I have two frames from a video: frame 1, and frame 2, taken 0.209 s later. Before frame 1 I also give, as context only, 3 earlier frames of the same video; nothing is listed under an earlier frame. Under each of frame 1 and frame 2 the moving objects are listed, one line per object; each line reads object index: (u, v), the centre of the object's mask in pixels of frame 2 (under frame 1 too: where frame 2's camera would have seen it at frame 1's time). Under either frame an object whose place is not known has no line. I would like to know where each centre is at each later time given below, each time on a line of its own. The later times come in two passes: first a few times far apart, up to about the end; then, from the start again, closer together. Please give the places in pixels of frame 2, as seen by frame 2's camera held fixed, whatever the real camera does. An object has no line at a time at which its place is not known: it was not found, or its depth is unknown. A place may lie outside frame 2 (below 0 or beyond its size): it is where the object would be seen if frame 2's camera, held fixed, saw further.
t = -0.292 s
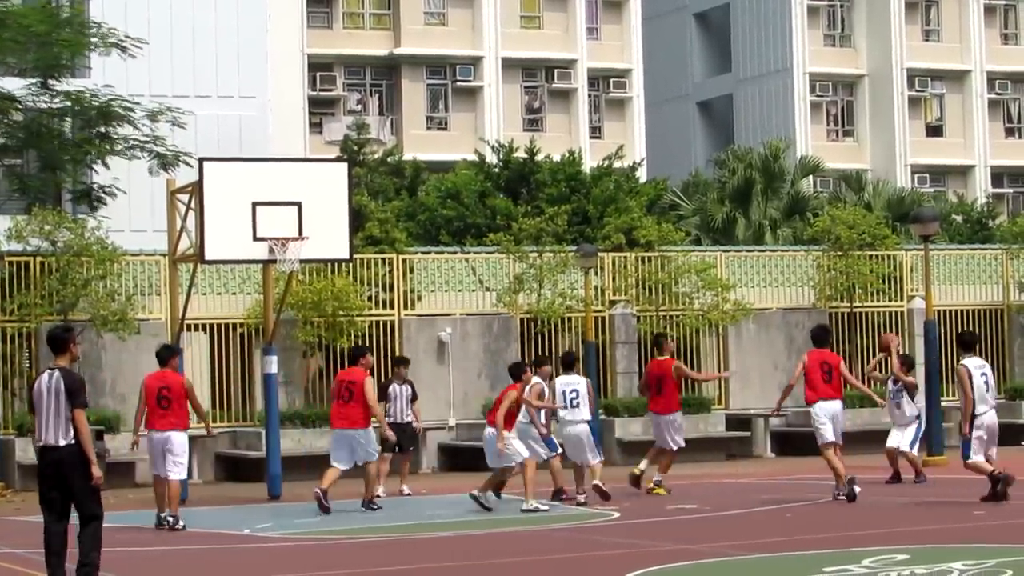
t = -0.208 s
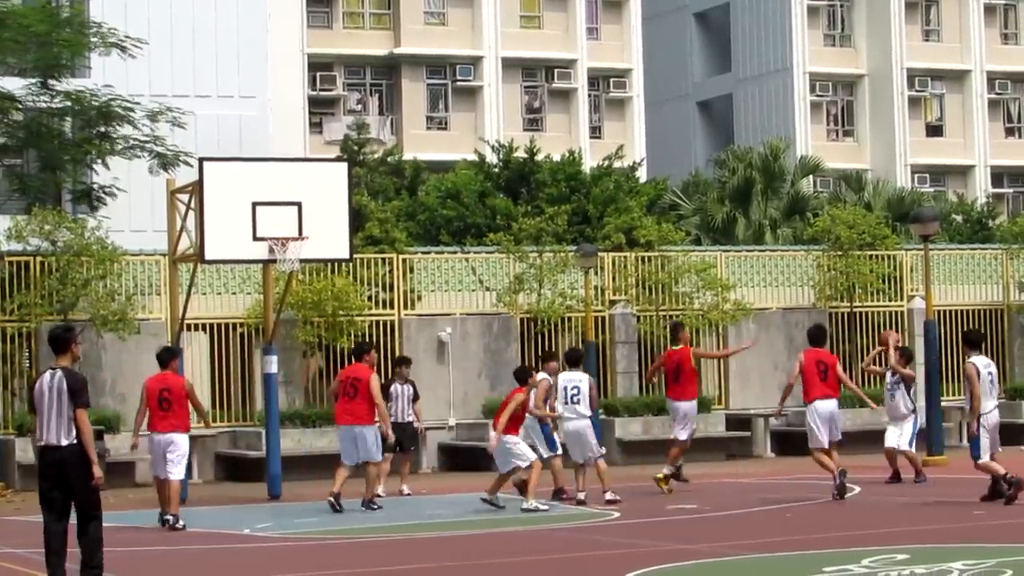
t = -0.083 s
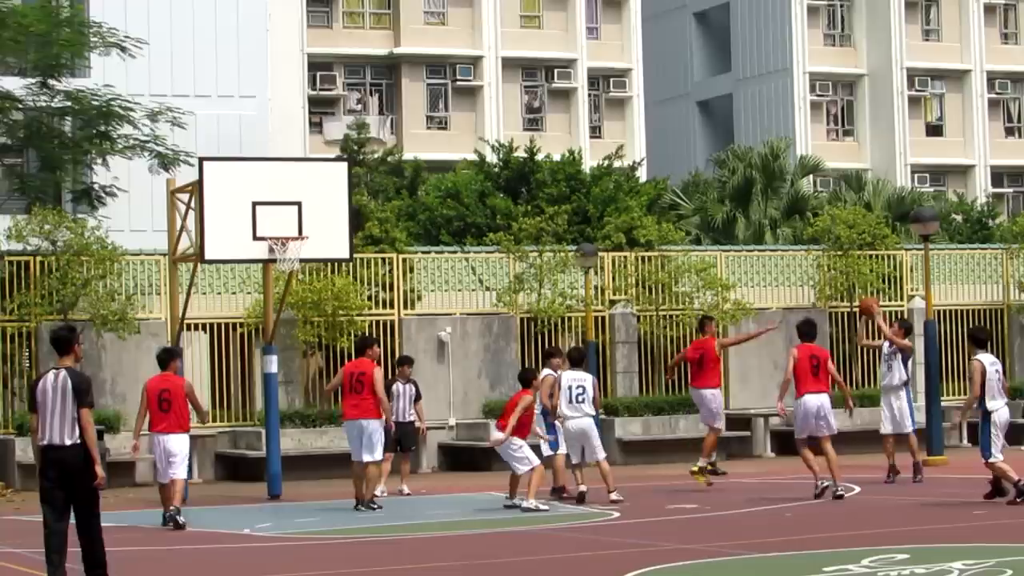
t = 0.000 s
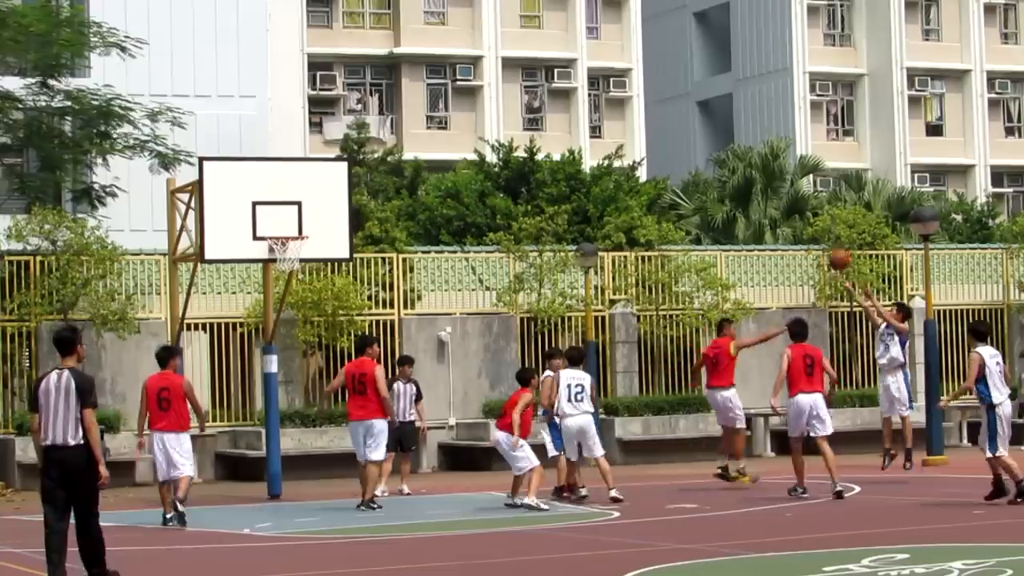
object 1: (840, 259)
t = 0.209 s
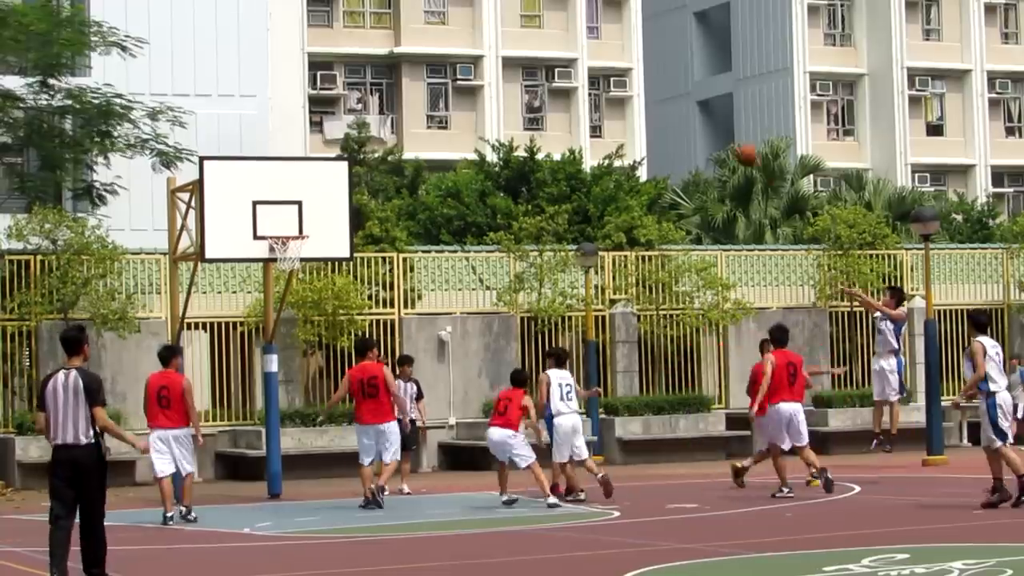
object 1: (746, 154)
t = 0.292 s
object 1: (710, 124)
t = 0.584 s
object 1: (584, 62)
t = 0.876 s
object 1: (461, 70)
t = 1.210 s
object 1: (325, 172)
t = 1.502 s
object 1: (272, 209)
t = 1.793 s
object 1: (292, 222)
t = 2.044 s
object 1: (303, 254)
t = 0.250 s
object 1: (727, 138)
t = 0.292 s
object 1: (710, 124)
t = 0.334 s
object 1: (691, 111)
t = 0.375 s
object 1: (673, 99)
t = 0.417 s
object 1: (655, 88)
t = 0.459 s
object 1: (637, 79)
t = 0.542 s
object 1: (601, 66)
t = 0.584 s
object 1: (584, 62)
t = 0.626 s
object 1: (566, 58)
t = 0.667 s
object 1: (548, 57)
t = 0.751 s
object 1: (513, 58)
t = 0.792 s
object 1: (495, 61)
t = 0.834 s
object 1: (479, 65)
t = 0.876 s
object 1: (461, 70)
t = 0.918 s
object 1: (444, 77)
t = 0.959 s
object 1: (426, 87)
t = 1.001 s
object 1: (409, 98)
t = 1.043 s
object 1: (392, 108)
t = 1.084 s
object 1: (376, 123)
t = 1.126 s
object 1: (359, 137)
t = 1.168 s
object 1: (342, 153)
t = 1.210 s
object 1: (325, 172)
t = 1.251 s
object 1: (308, 191)
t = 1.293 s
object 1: (291, 212)
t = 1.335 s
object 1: (279, 226)
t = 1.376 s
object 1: (276, 220)
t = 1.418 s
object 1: (272, 216)
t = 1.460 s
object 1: (269, 213)
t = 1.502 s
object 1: (272, 209)
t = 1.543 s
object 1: (274, 206)
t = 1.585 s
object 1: (277, 205)
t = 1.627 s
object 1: (280, 205)
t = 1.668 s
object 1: (283, 207)
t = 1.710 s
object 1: (286, 210)
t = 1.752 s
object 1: (290, 215)
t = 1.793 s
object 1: (292, 222)
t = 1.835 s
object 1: (294, 227)
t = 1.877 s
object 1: (296, 229)
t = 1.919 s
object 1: (298, 233)
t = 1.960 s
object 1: (299, 238)
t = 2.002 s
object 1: (301, 245)
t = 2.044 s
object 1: (303, 254)
